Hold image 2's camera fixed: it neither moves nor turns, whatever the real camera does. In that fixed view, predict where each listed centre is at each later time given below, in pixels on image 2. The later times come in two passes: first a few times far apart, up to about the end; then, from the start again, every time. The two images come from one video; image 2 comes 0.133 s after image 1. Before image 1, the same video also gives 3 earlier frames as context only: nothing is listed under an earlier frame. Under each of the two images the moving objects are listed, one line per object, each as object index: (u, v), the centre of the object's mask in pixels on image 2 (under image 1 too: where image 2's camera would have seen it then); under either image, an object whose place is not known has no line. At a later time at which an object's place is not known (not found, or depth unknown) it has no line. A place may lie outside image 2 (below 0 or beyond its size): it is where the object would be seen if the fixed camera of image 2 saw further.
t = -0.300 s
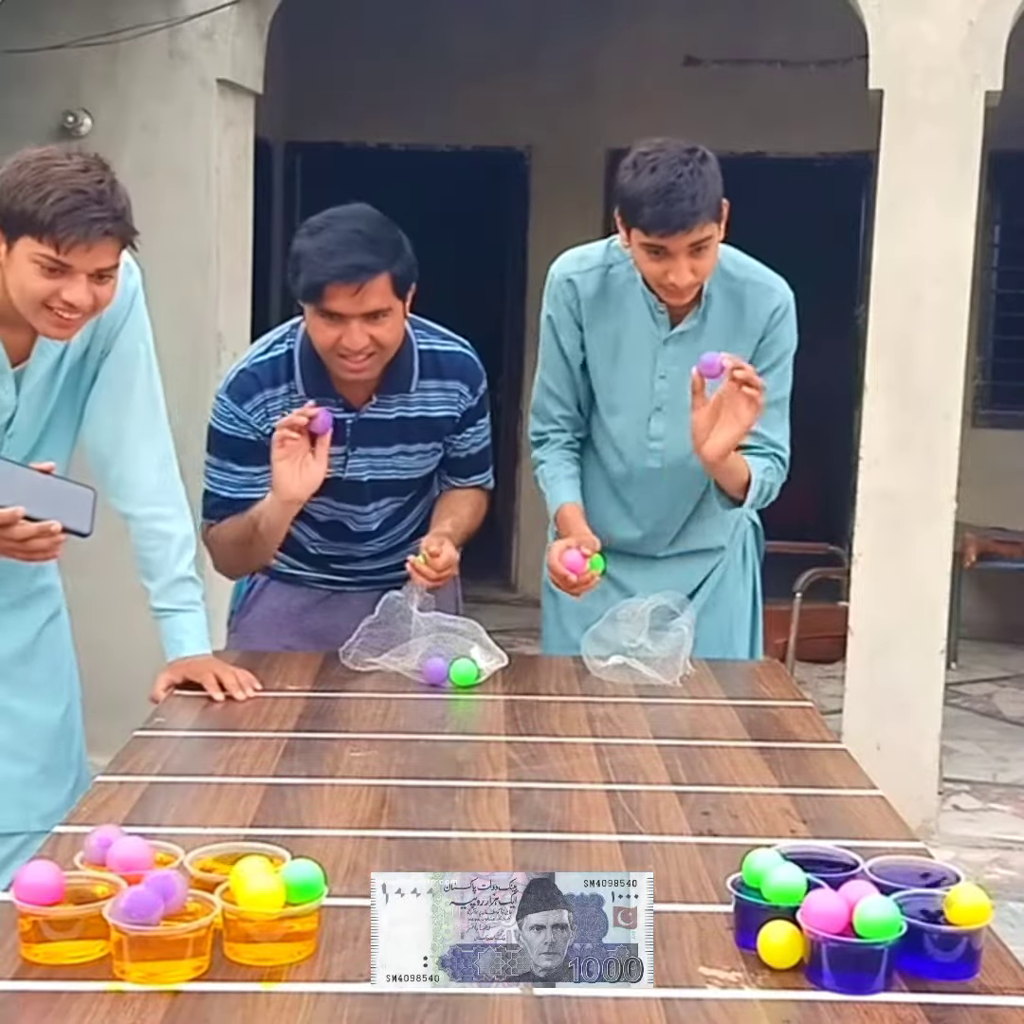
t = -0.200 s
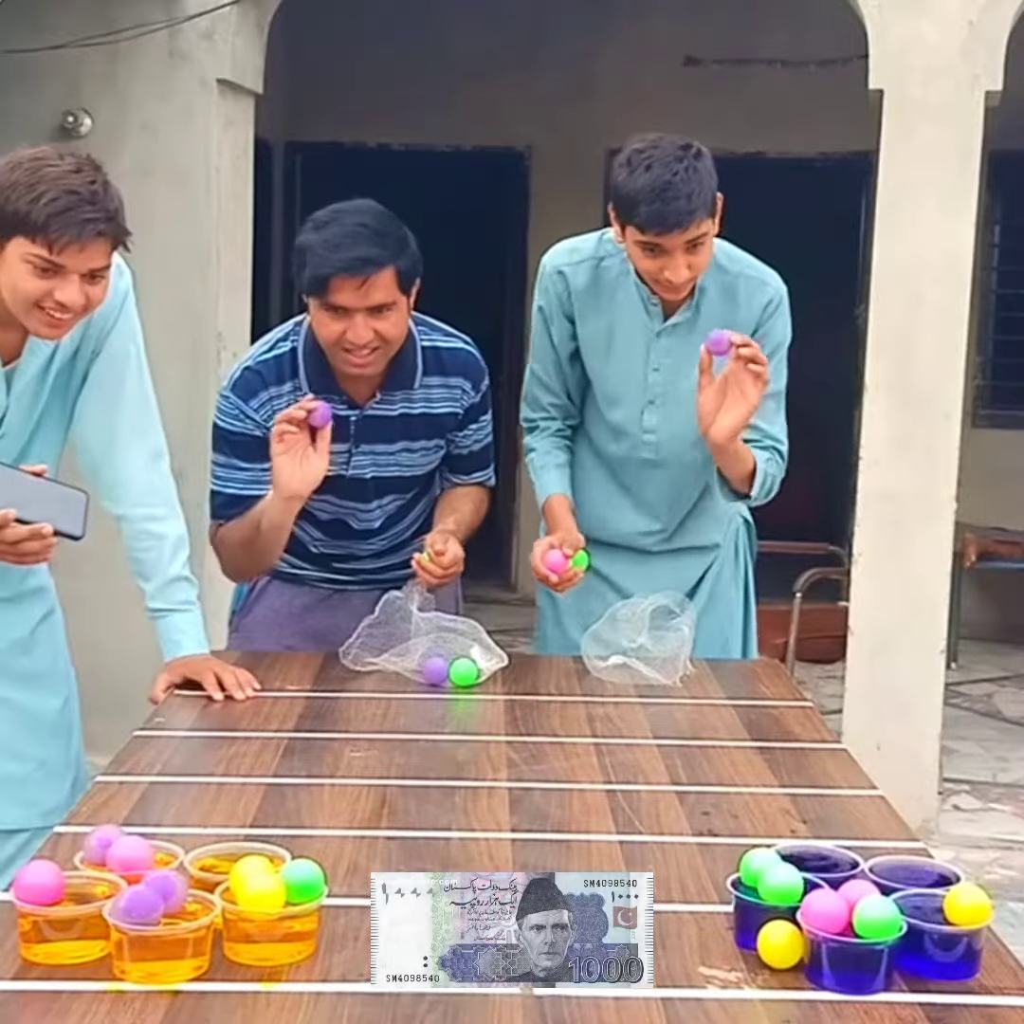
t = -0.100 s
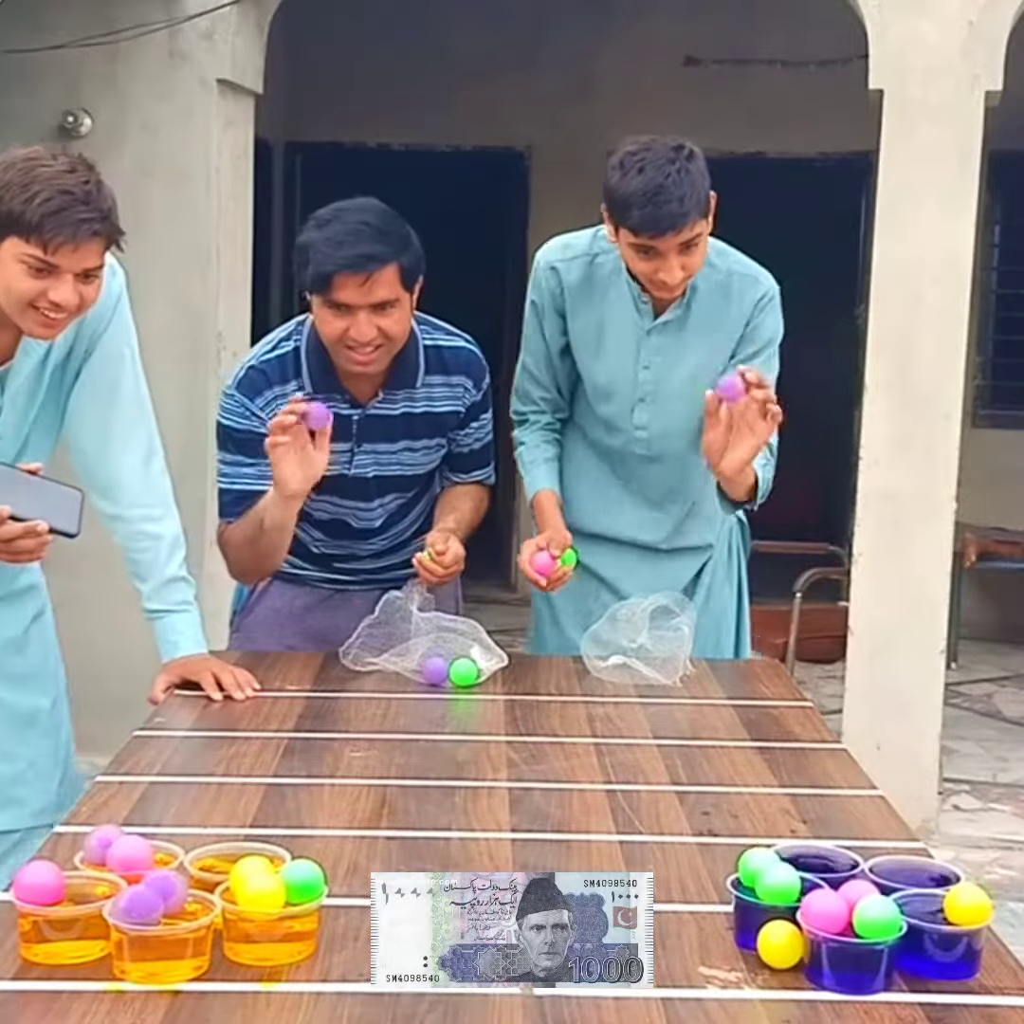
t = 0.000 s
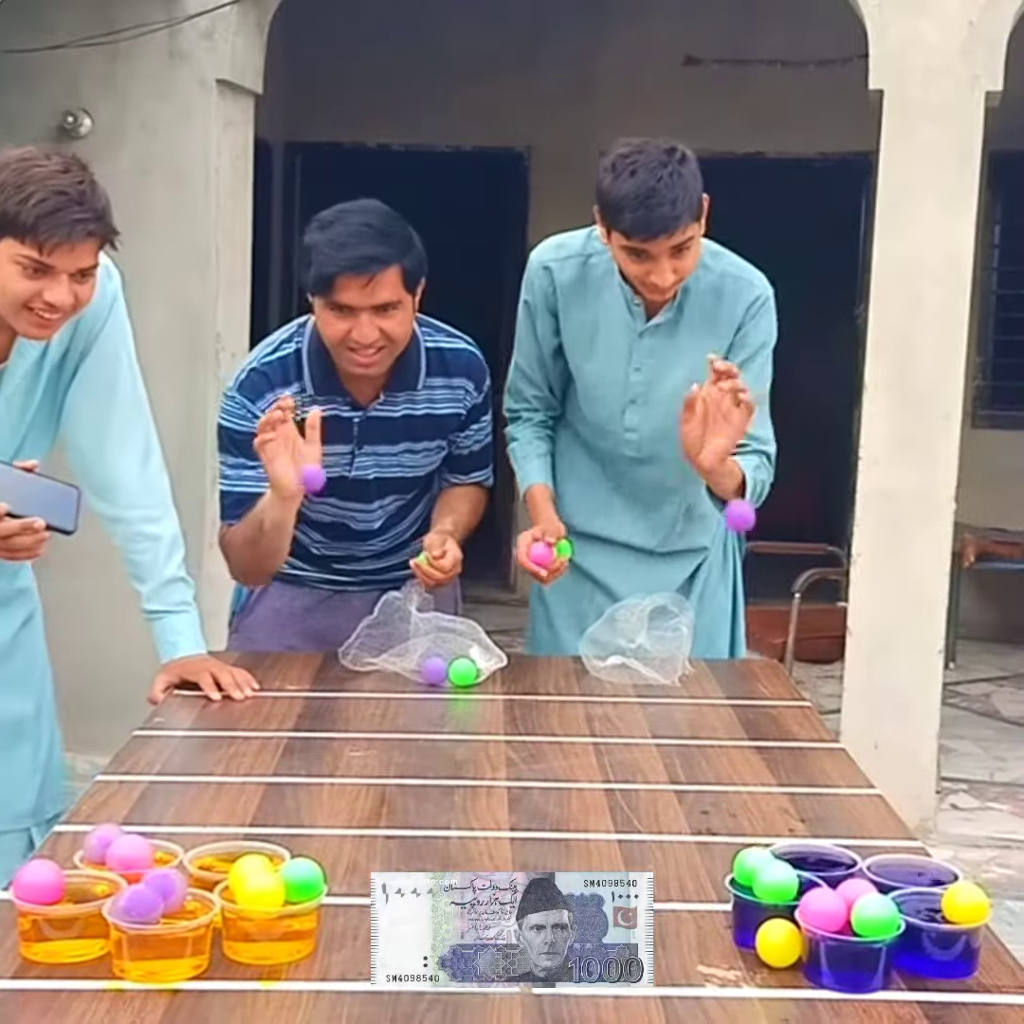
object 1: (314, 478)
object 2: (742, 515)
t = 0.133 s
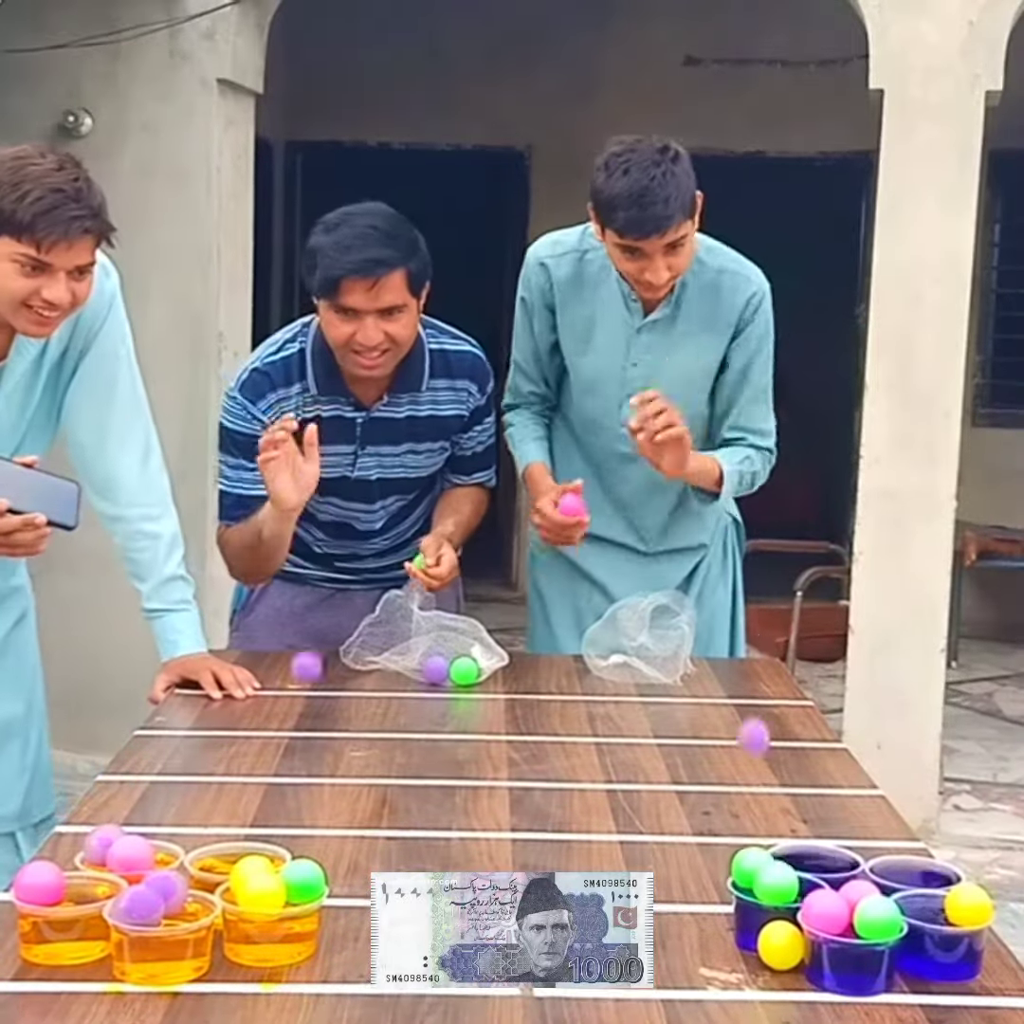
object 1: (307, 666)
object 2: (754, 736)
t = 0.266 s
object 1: (312, 567)
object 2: (773, 556)
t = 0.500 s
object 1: (314, 602)
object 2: (787, 622)
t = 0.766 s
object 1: (329, 626)
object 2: (822, 684)
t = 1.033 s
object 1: (342, 755)
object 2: (857, 867)
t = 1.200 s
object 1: (328, 722)
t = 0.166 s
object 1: (306, 683)
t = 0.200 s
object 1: (309, 637)
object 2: (764, 628)
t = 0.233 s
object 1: (310, 598)
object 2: (769, 587)
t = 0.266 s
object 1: (312, 567)
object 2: (773, 556)
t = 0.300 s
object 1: (314, 545)
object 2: (776, 534)
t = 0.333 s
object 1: (316, 532)
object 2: (779, 523)
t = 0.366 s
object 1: (317, 528)
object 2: (782, 522)
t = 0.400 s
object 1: (316, 532)
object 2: (784, 533)
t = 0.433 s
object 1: (314, 546)
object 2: (785, 552)
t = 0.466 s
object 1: (314, 570)
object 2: (786, 582)
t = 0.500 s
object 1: (314, 602)
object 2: (787, 622)
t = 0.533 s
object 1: (313, 642)
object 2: (788, 674)
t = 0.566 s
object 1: (314, 691)
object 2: (786, 732)
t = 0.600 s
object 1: (311, 750)
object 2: (787, 803)
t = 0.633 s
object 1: (315, 721)
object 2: (787, 834)
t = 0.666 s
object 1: (319, 682)
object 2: (796, 787)
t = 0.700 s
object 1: (322, 655)
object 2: (804, 743)
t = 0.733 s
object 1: (325, 635)
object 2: (814, 707)
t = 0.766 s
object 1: (329, 626)
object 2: (822, 684)
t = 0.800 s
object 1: (332, 626)
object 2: (828, 674)
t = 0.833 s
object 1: (334, 636)
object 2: (833, 676)
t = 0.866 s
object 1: (338, 658)
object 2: (840, 688)
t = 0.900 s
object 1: (339, 687)
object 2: (846, 712)
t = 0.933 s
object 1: (341, 726)
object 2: (852, 749)
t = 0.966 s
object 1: (343, 776)
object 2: (855, 797)
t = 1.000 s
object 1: (343, 793)
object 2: (858, 859)
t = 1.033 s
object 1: (342, 755)
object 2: (857, 867)
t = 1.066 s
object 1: (340, 727)
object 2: (855, 882)
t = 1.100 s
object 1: (337, 710)
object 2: (853, 908)
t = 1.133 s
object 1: (334, 706)
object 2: (850, 954)
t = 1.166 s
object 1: (332, 709)
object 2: (846, 1006)
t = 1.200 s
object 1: (328, 722)
